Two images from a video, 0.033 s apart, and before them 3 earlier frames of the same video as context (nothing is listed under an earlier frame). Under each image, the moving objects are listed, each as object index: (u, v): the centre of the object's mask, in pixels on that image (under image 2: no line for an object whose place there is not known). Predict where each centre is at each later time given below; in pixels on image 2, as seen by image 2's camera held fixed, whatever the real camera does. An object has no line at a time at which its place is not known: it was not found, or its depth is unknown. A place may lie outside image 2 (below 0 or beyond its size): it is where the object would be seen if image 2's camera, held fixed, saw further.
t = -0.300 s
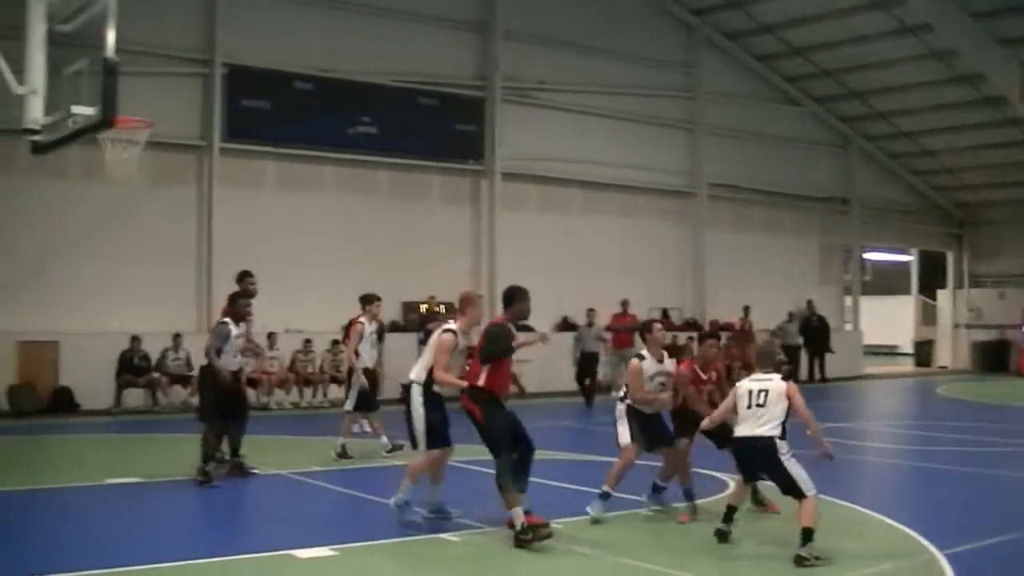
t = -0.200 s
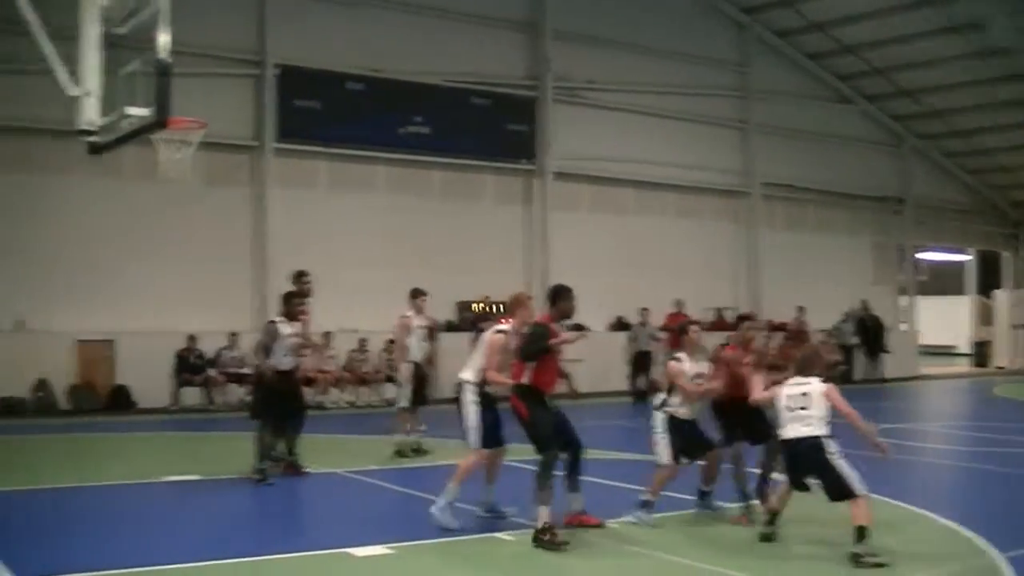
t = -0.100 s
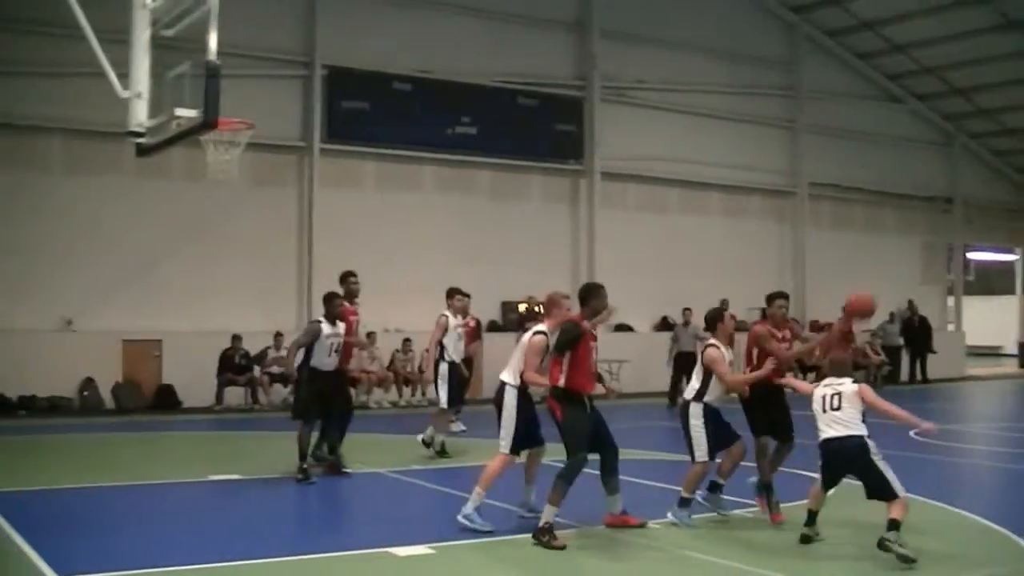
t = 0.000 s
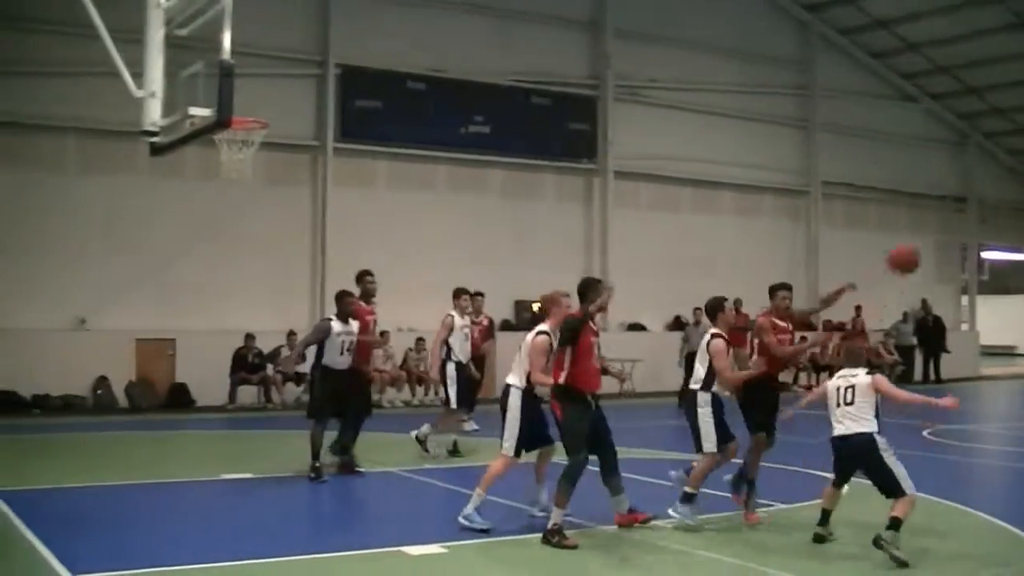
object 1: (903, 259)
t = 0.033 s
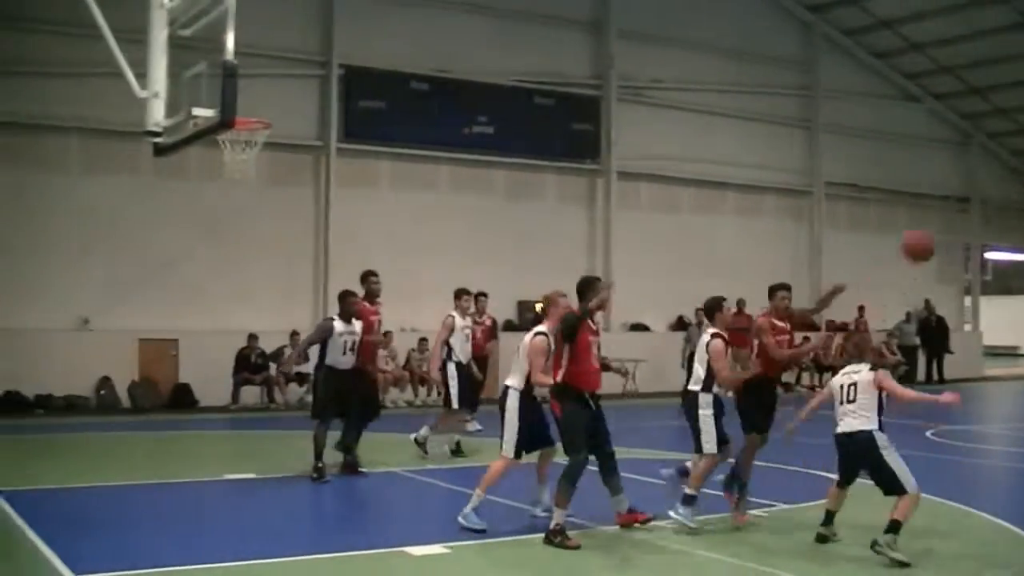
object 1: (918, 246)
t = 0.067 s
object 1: (930, 234)
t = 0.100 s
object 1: (943, 223)
